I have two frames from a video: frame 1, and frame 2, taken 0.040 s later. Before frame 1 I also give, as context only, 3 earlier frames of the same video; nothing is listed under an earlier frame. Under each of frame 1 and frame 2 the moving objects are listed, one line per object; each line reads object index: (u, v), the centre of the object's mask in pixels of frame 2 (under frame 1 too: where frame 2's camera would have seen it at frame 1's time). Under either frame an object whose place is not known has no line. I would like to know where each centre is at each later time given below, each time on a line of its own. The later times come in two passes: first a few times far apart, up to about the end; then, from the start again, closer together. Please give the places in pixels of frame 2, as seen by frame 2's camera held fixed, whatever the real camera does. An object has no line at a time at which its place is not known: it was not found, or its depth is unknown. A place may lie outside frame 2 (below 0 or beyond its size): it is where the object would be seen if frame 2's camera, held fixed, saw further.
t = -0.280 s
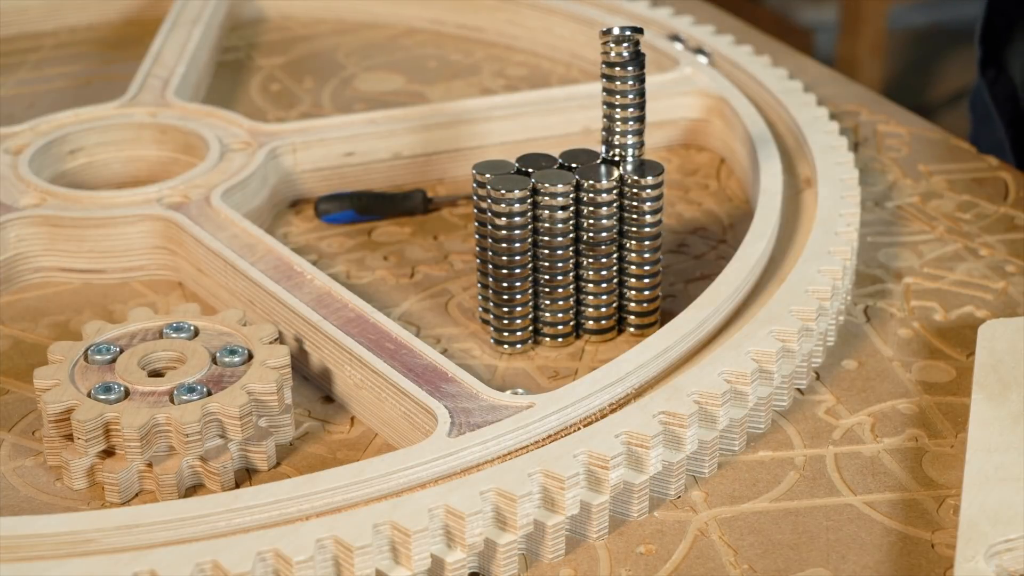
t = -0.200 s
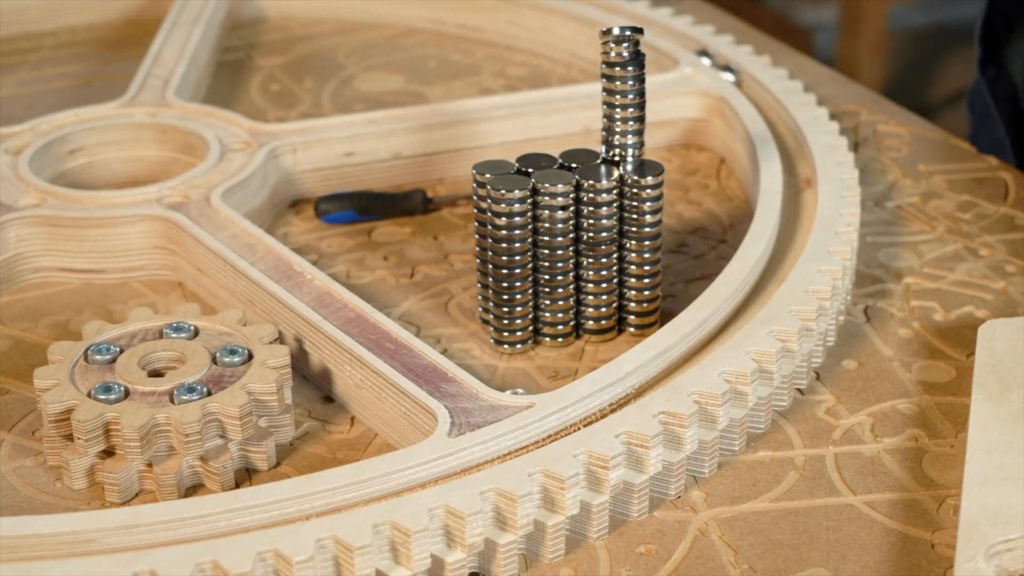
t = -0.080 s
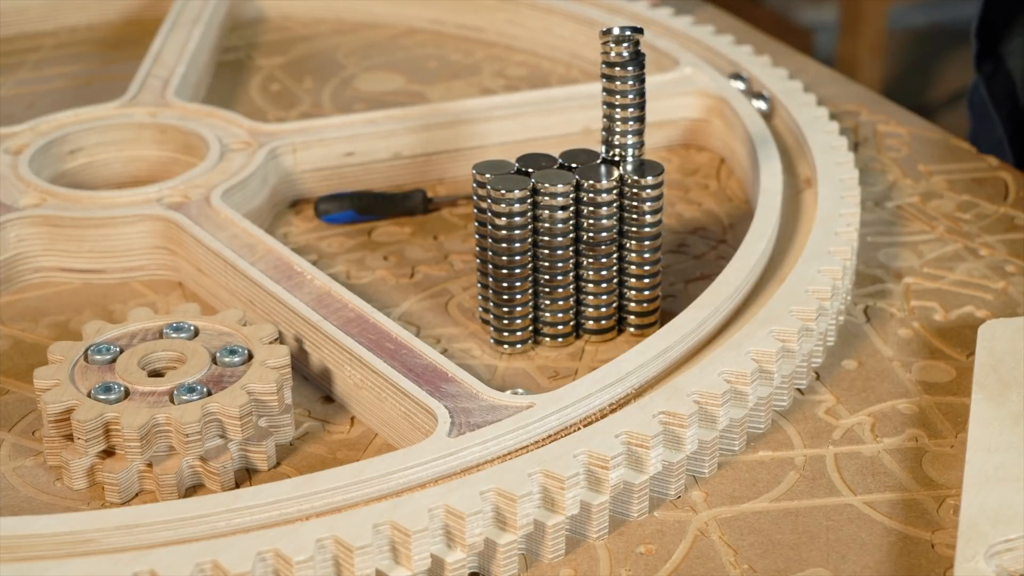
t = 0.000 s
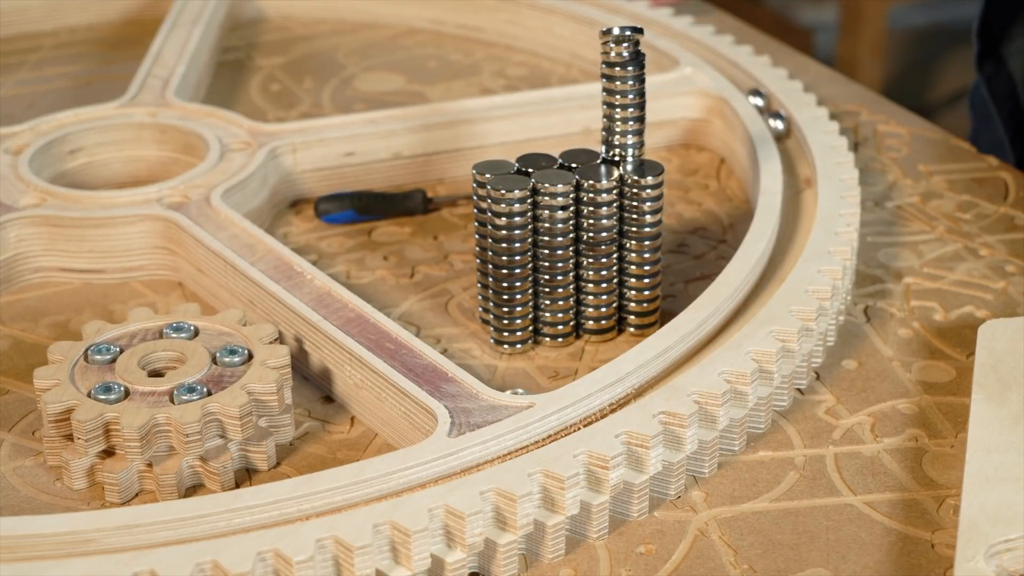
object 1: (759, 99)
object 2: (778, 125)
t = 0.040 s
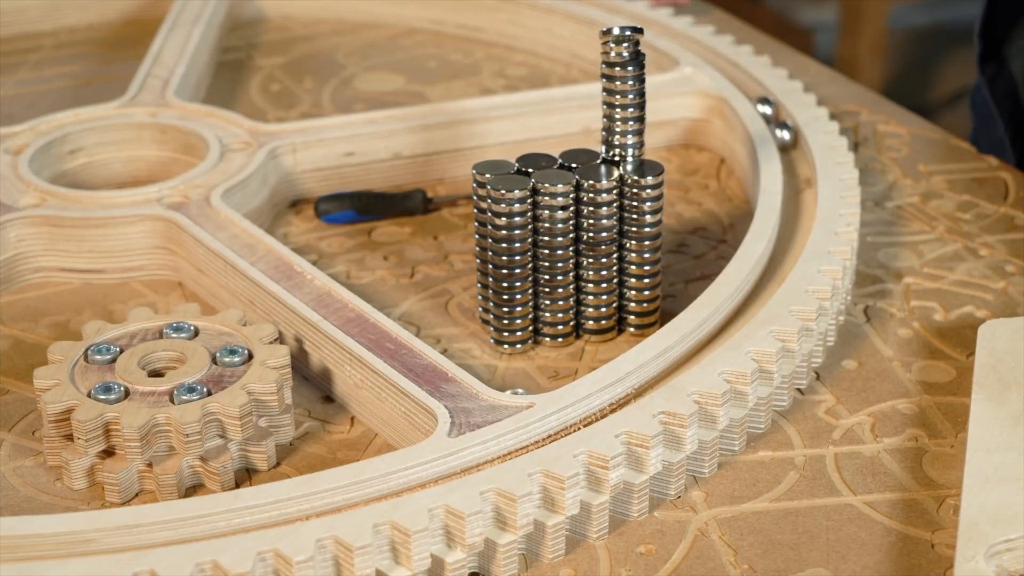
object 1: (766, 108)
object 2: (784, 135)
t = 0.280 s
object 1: (795, 162)
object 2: (800, 199)
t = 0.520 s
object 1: (798, 213)
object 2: (779, 263)
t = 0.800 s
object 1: (774, 267)
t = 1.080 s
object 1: (727, 322)
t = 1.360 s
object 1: (665, 370)
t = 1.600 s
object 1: (607, 405)
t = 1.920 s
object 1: (560, 429)
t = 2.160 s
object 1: (560, 428)
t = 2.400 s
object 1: (560, 428)
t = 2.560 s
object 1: (560, 428)
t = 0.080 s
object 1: (773, 117)
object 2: (788, 146)
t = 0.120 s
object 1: (779, 126)
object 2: (793, 156)
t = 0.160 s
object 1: (784, 135)
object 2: (796, 167)
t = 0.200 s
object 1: (788, 144)
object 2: (799, 177)
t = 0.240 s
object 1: (792, 153)
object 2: (799, 188)
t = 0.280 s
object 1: (795, 162)
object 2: (800, 199)
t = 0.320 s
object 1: (797, 171)
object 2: (798, 210)
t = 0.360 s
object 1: (799, 179)
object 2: (796, 221)
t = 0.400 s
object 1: (800, 187)
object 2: (793, 231)
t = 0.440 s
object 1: (800, 196)
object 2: (789, 242)
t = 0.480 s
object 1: (800, 204)
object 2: (785, 252)
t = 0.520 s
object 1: (798, 213)
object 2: (779, 263)
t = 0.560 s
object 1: (795, 219)
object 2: (772, 272)
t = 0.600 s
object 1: (791, 227)
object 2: (764, 282)
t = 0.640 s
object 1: (790, 236)
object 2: (755, 293)
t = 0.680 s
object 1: (787, 243)
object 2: (746, 304)
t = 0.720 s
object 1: (783, 251)
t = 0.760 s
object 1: (779, 259)
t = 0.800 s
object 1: (774, 267)
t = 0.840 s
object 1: (768, 275)
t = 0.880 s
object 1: (762, 283)
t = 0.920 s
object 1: (756, 291)
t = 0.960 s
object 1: (750, 299)
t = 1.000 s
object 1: (743, 307)
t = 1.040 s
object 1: (735, 315)
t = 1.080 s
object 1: (727, 322)
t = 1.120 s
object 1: (719, 329)
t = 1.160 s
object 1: (711, 336)
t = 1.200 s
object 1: (703, 343)
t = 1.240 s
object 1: (694, 350)
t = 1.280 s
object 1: (685, 357)
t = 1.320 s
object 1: (674, 363)
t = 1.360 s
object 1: (665, 370)
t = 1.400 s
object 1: (656, 376)
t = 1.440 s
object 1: (647, 382)
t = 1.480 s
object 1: (637, 388)
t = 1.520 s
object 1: (627, 394)
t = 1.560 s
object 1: (617, 399)
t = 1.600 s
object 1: (607, 405)
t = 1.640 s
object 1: (595, 411)
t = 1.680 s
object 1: (584, 417)
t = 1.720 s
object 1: (575, 421)
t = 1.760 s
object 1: (574, 421)
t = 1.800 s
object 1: (566, 425)
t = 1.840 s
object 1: (560, 429)
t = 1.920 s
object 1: (560, 429)
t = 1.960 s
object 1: (559, 429)
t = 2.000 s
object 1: (559, 429)
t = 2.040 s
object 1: (560, 428)
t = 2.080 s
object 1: (560, 428)
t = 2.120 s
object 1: (560, 428)
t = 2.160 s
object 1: (560, 428)
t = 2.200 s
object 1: (560, 428)
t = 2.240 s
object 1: (560, 428)
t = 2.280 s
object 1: (559, 428)
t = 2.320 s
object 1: (560, 428)
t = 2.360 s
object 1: (560, 428)
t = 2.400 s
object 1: (560, 428)
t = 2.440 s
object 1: (560, 428)
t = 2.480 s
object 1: (559, 429)
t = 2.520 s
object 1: (559, 429)
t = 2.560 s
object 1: (560, 428)
